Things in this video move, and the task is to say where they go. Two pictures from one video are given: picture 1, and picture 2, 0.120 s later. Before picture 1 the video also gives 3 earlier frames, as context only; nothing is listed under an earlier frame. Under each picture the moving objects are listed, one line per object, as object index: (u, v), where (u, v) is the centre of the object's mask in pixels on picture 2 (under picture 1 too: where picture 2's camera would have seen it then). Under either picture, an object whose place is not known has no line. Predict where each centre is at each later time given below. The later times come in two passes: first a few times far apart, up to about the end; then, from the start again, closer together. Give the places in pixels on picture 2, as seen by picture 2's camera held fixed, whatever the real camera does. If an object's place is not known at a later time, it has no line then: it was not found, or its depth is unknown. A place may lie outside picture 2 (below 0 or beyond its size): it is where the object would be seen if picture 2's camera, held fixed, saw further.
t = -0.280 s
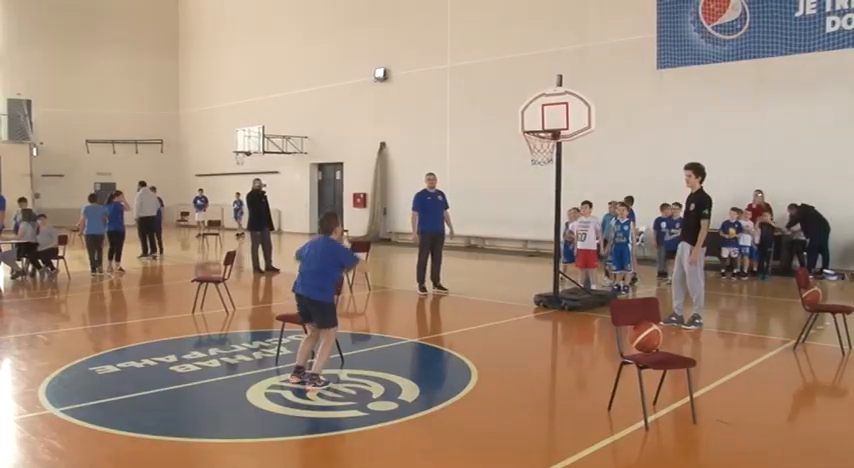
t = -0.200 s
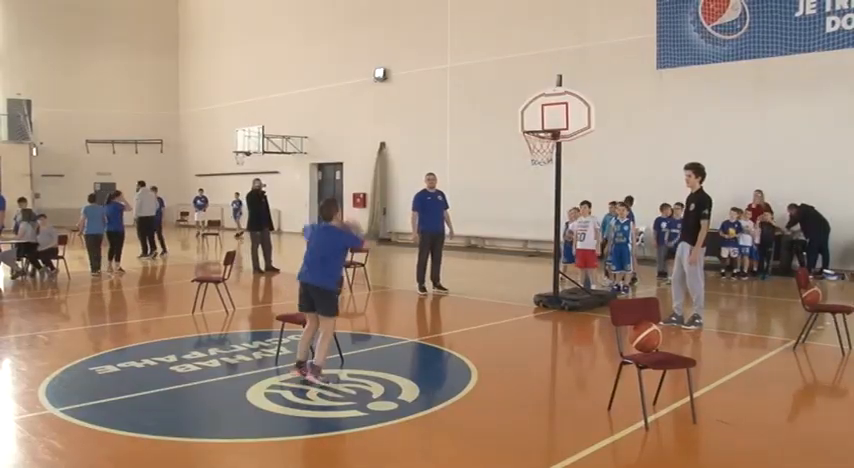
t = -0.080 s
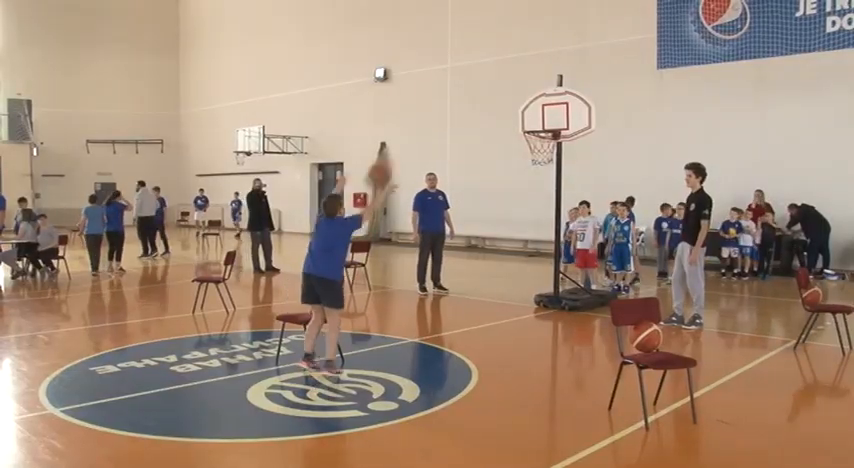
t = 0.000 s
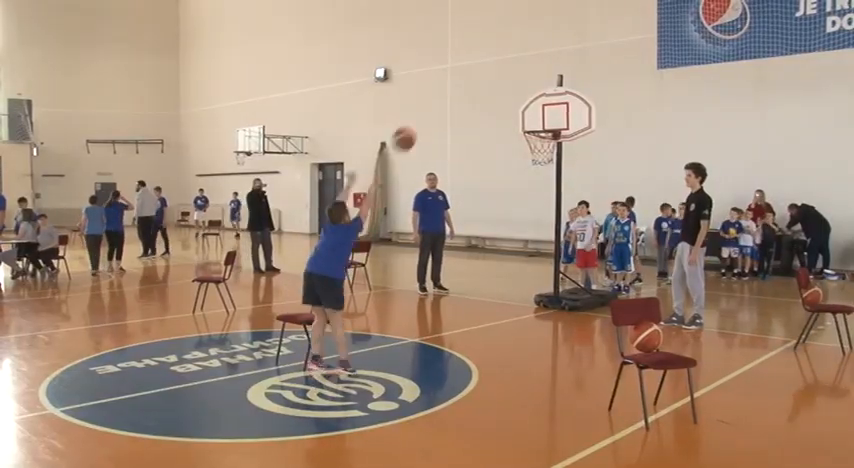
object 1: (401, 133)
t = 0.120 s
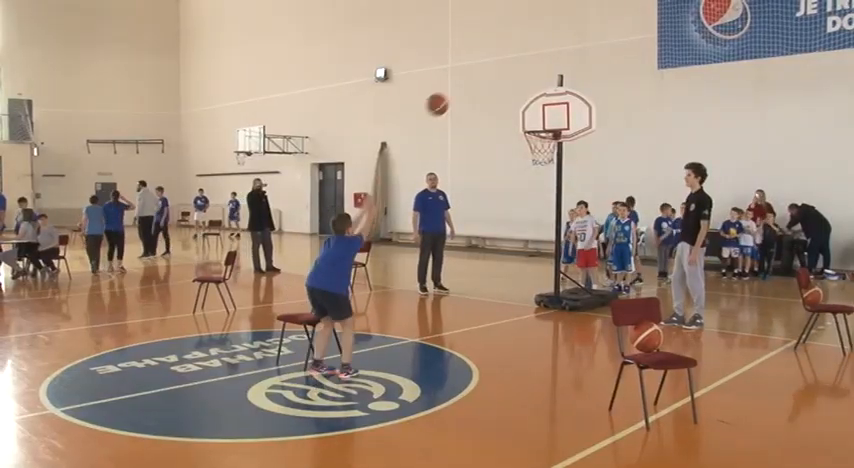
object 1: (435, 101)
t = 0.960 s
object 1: (546, 135)
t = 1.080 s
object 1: (545, 149)
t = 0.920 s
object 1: (544, 130)
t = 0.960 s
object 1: (546, 135)
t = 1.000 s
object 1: (550, 138)
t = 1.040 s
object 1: (547, 145)
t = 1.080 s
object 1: (545, 149)
